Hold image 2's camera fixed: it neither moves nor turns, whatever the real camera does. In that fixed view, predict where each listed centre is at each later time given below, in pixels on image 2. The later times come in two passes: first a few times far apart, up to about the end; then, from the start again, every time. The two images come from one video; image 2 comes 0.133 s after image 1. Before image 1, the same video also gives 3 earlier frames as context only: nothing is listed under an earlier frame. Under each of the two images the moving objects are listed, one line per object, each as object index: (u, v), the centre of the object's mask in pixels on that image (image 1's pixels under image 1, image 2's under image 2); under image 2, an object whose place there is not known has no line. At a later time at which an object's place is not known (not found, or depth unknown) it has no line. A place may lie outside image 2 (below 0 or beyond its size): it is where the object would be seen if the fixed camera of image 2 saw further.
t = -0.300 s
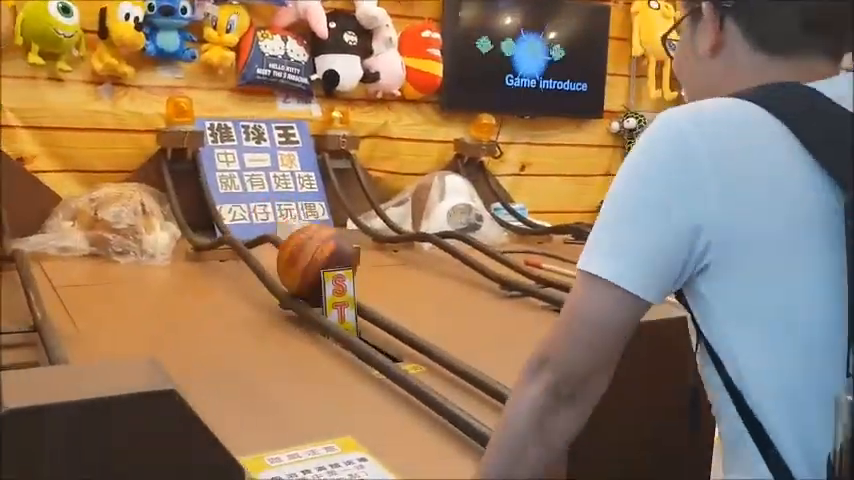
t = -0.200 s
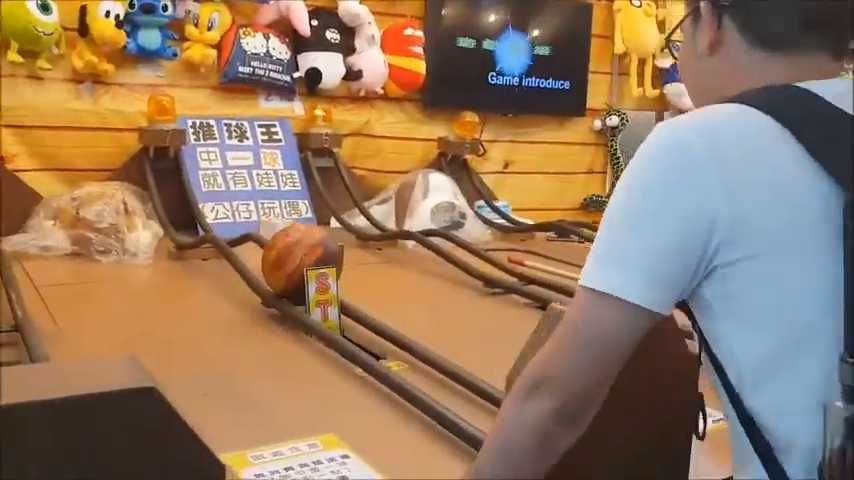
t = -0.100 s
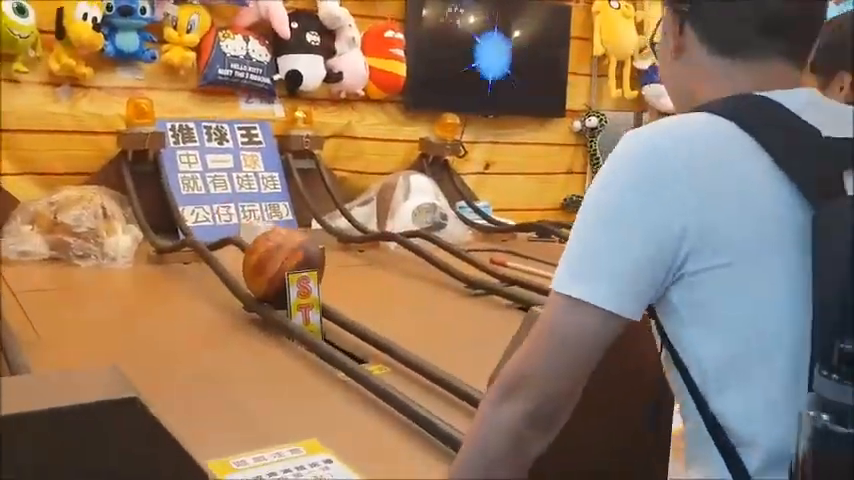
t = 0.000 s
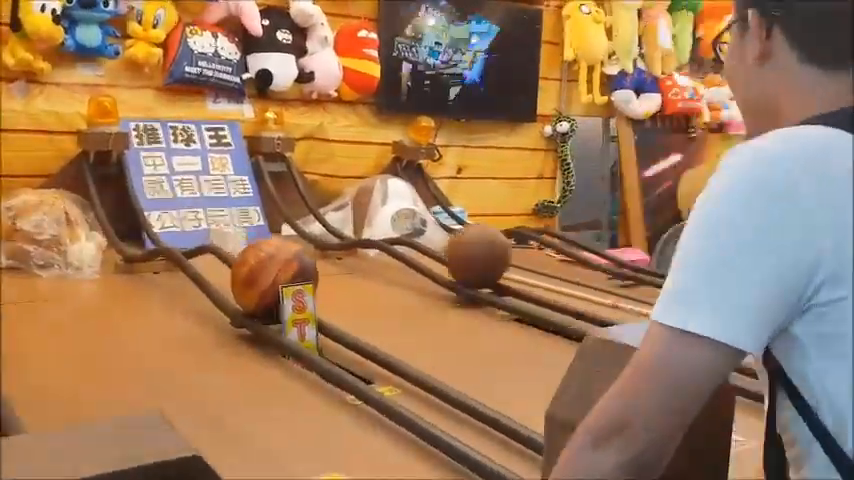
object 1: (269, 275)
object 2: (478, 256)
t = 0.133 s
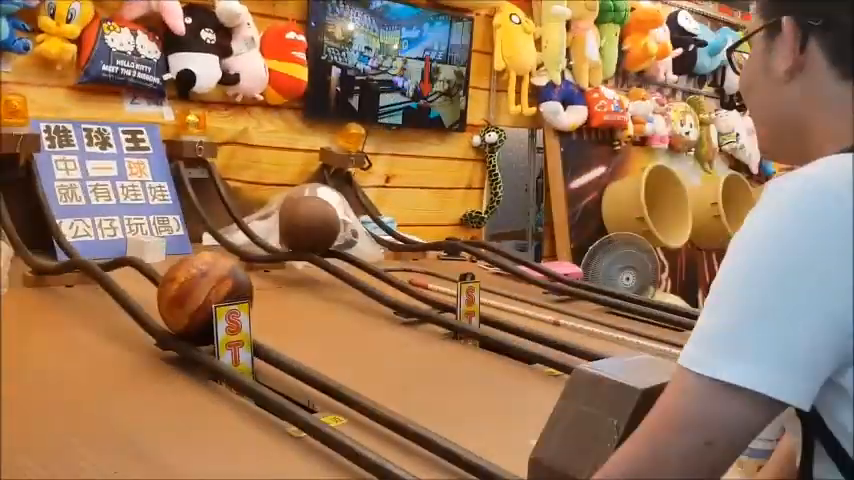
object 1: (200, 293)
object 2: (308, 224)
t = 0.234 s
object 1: (199, 293)
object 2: (252, 223)
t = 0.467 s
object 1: (215, 301)
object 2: (323, 226)
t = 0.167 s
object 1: (199, 293)
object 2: (293, 226)
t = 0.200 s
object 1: (199, 293)
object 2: (273, 228)
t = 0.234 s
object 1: (199, 293)
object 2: (252, 223)
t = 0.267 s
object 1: (199, 293)
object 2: (244, 218)
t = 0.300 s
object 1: (199, 293)
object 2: (246, 219)
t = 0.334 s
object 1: (199, 293)
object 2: (258, 226)
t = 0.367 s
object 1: (199, 293)
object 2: (280, 228)
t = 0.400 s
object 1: (200, 294)
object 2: (298, 225)
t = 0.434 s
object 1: (207, 298)
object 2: (309, 224)
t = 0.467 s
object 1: (215, 301)
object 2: (323, 226)
